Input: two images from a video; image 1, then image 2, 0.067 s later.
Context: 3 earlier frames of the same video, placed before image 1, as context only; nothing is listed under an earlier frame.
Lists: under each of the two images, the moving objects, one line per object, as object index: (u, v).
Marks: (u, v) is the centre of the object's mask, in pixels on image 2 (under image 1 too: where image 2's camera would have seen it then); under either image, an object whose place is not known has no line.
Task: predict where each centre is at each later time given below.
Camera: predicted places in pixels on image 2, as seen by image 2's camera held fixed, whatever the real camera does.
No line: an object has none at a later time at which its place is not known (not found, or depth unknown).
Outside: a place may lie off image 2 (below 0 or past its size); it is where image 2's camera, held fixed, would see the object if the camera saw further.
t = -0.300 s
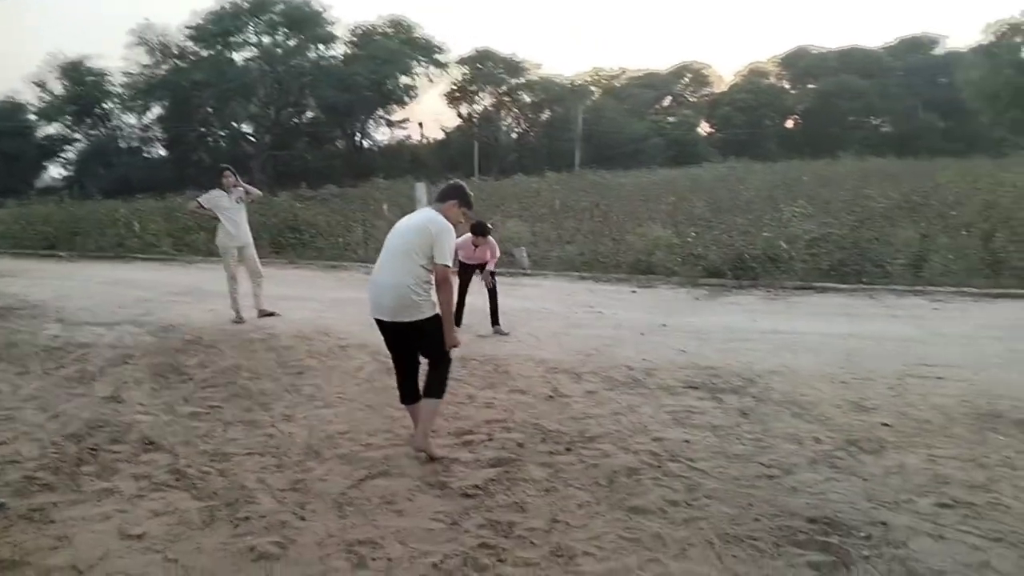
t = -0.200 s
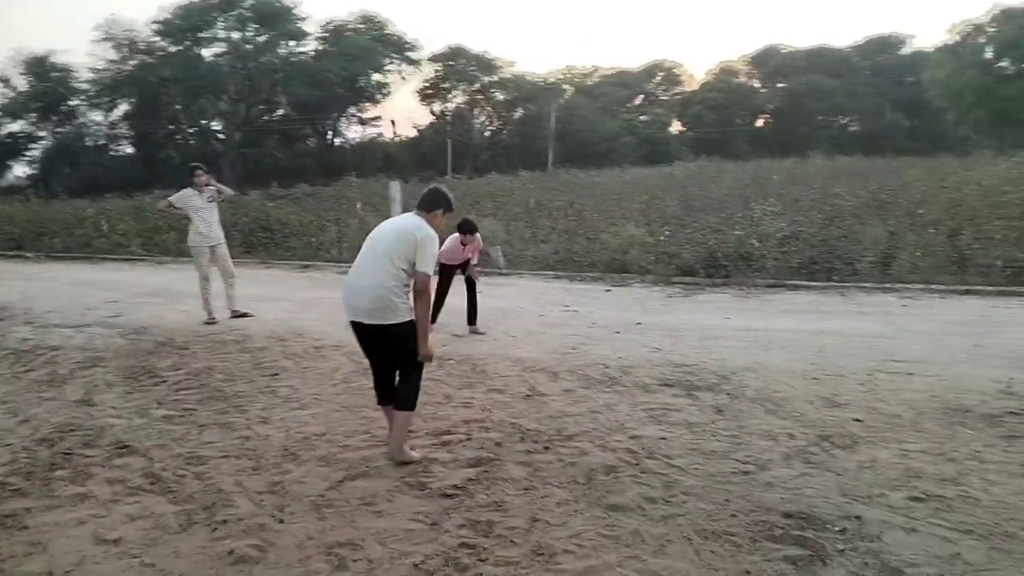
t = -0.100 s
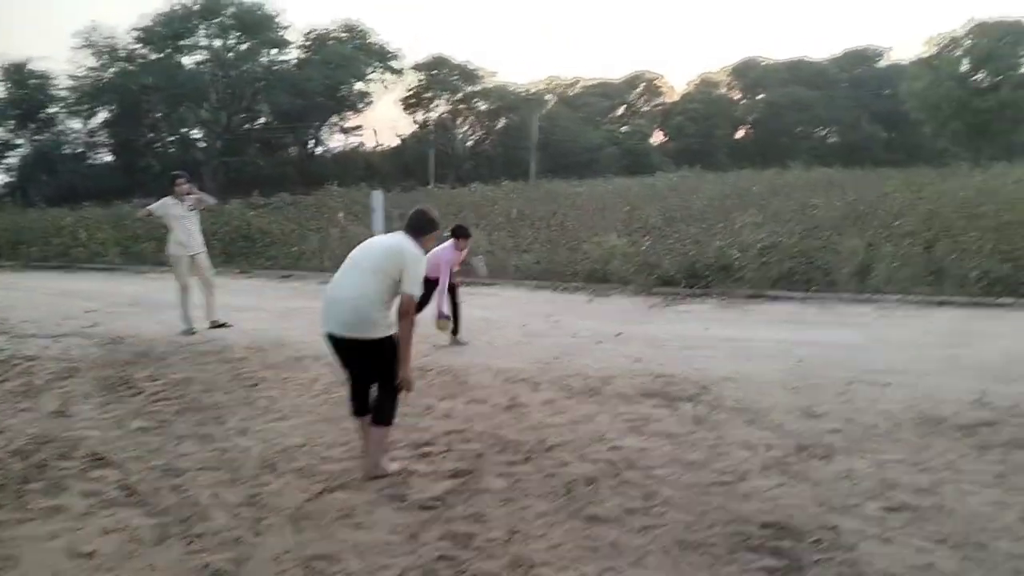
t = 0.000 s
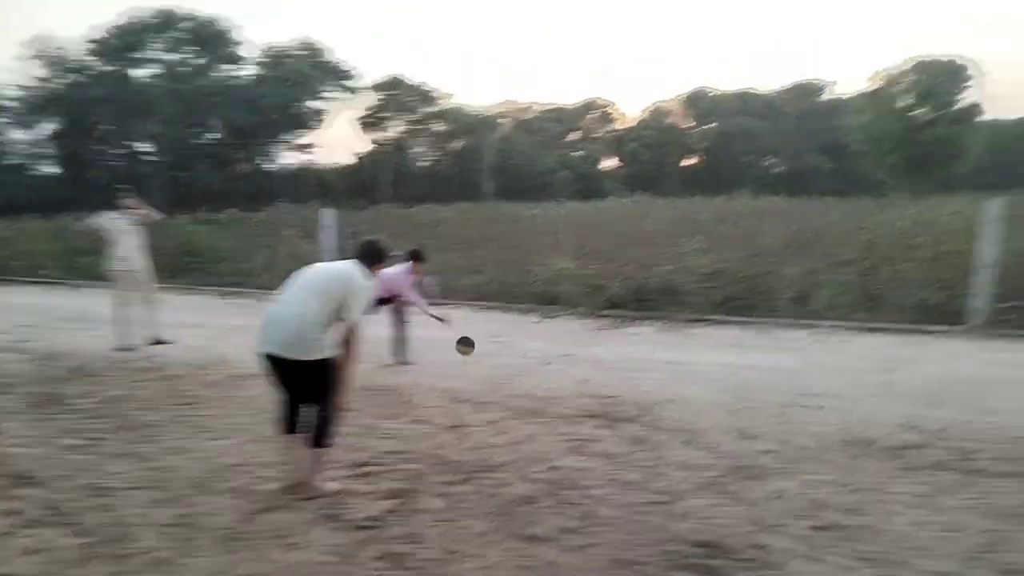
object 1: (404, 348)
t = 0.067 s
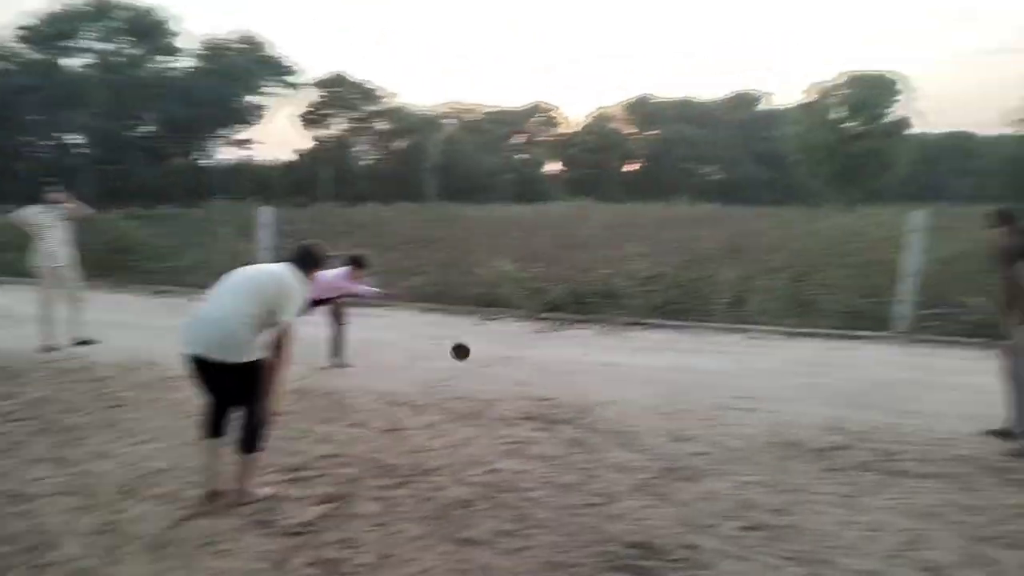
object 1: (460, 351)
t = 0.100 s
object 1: (489, 356)
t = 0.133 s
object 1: (519, 360)
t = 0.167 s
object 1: (549, 366)
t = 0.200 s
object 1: (581, 374)
